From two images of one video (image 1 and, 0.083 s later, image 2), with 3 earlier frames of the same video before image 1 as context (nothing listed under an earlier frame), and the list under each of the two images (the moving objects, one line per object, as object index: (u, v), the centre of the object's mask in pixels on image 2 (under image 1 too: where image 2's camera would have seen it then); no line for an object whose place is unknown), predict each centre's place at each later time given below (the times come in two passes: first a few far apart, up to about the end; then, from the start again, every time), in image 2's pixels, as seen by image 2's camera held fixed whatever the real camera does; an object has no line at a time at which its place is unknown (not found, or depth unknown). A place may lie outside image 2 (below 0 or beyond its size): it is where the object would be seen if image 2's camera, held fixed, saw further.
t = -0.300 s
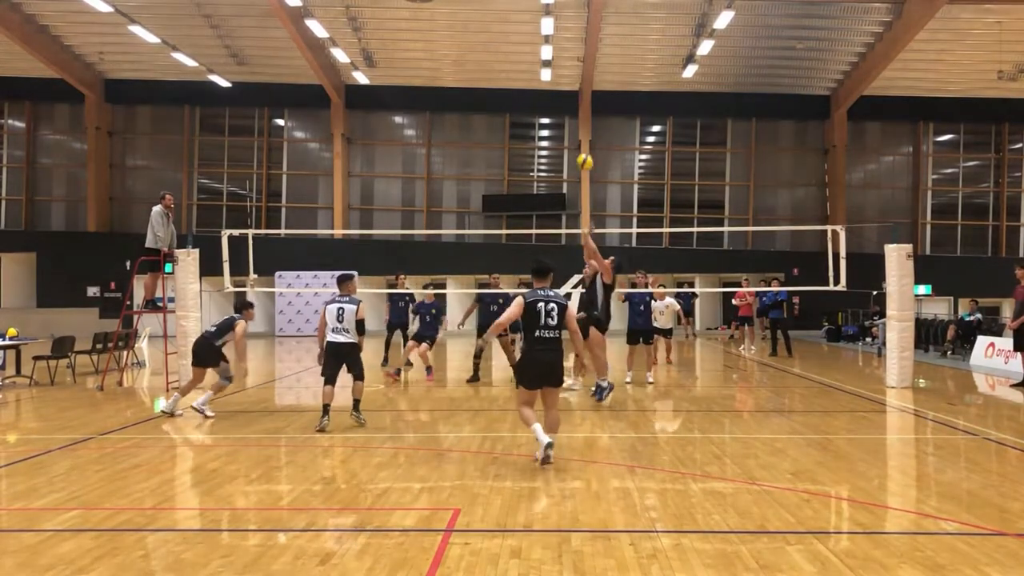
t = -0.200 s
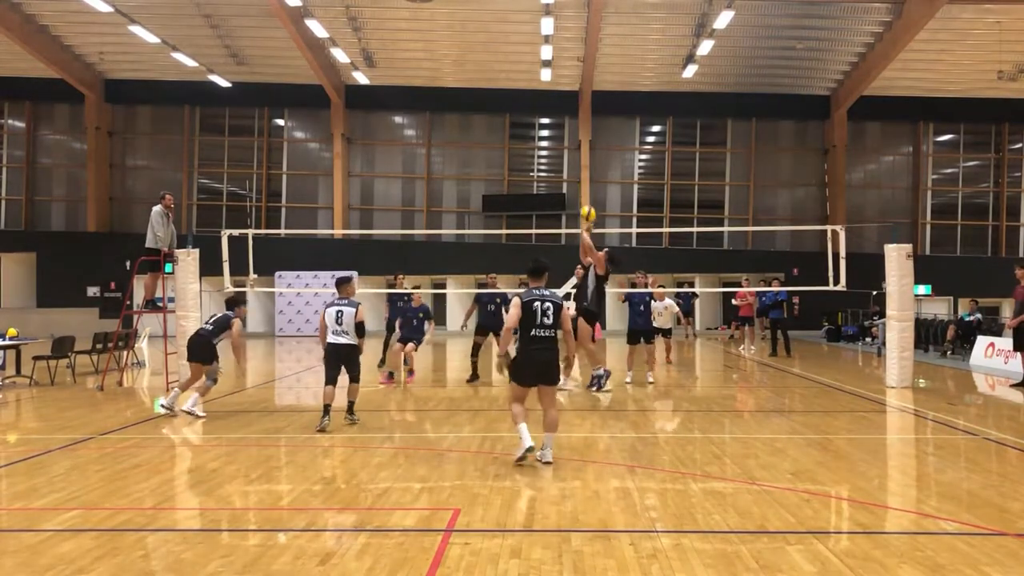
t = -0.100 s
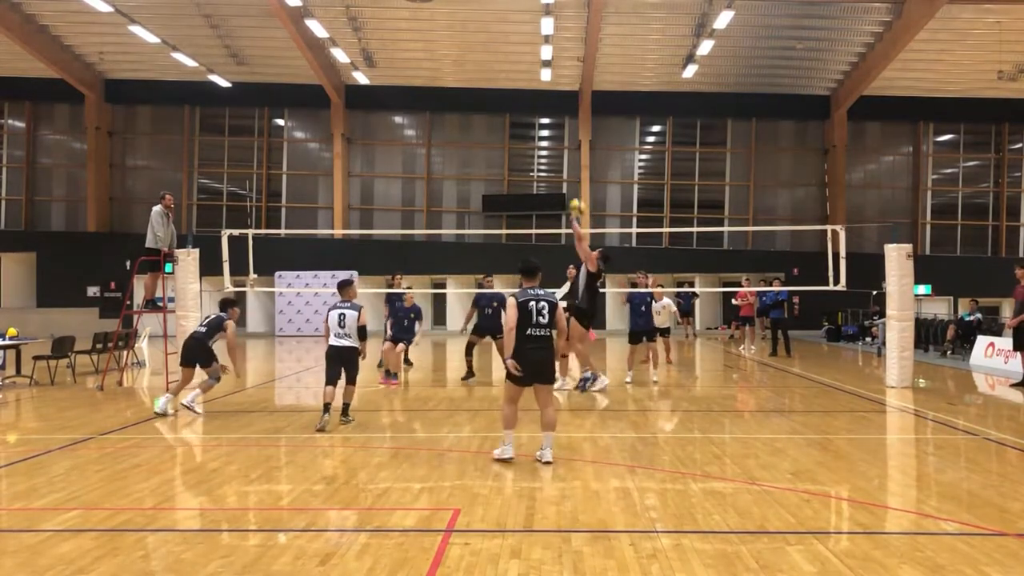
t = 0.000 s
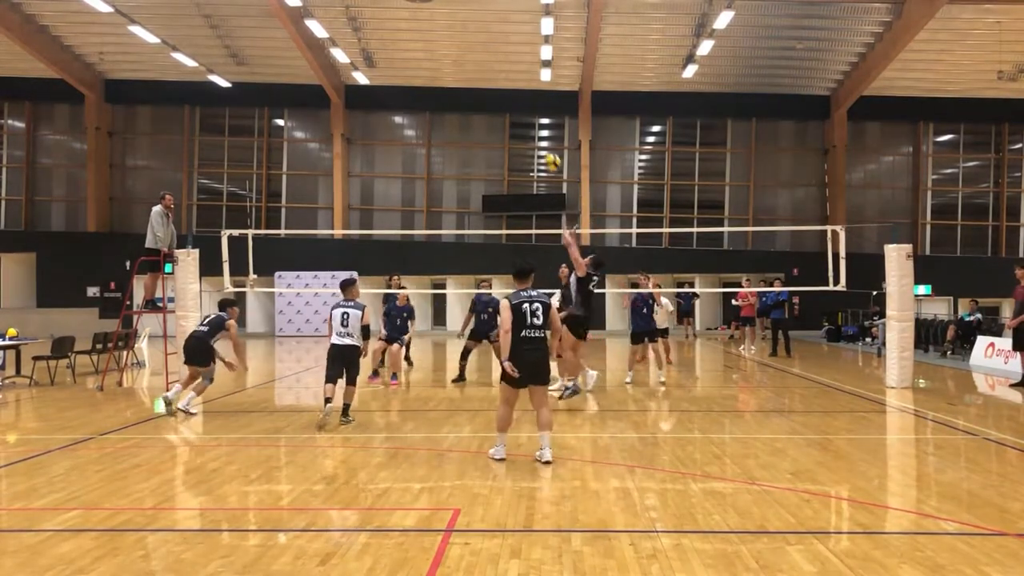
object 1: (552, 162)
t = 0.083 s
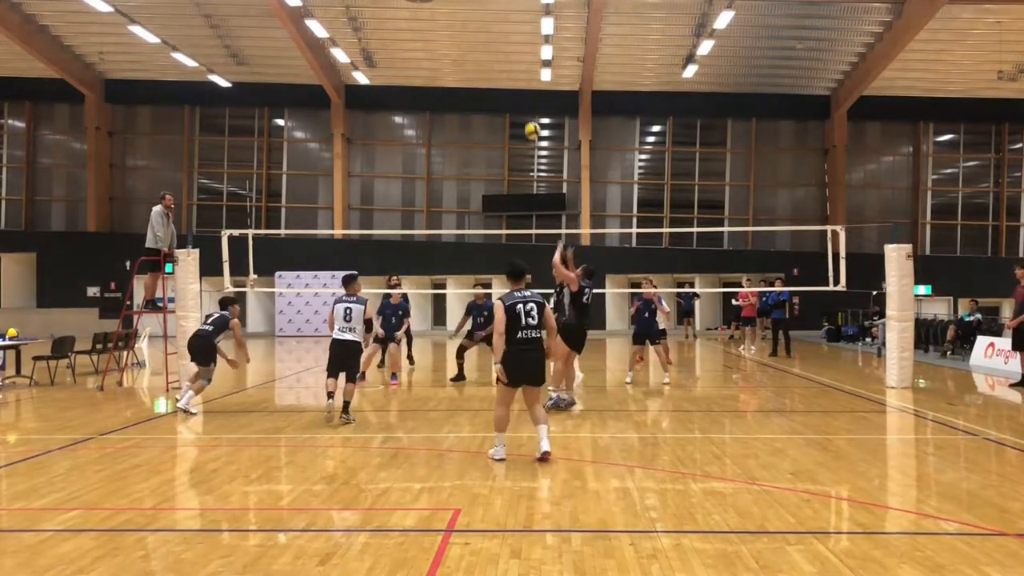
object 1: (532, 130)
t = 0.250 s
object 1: (494, 87)
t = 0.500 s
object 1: (442, 61)
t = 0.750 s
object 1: (395, 79)
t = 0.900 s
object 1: (368, 110)
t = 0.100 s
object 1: (528, 125)
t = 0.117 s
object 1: (524, 120)
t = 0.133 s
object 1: (520, 115)
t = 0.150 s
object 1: (517, 110)
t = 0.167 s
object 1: (513, 106)
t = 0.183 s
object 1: (509, 101)
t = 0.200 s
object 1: (505, 97)
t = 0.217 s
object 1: (502, 93)
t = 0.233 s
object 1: (499, 90)
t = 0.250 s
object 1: (494, 87)
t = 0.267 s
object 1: (491, 83)
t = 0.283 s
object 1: (487, 80)
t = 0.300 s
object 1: (484, 77)
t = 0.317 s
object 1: (480, 75)
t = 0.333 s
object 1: (477, 72)
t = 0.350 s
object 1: (473, 70)
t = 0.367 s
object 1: (469, 69)
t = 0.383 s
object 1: (466, 67)
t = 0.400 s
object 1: (463, 66)
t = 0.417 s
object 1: (459, 65)
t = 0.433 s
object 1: (456, 64)
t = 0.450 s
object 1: (453, 62)
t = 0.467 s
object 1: (449, 62)
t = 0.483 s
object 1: (446, 61)
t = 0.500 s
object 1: (442, 61)
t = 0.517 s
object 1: (439, 60)
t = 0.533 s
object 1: (436, 61)
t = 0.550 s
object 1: (433, 61)
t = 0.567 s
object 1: (430, 61)
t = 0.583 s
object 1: (427, 62)
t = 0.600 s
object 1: (423, 63)
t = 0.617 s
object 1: (420, 64)
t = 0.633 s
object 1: (417, 66)
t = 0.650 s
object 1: (414, 67)
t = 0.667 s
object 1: (411, 69)
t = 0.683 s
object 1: (407, 69)
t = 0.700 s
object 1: (403, 71)
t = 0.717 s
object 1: (401, 74)
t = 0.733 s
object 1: (398, 76)
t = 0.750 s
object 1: (395, 79)
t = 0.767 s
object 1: (391, 82)
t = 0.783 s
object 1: (388, 85)
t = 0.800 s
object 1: (386, 88)
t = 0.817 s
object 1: (382, 92)
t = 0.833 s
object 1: (379, 95)
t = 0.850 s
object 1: (376, 99)
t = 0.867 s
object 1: (374, 102)
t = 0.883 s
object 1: (371, 106)
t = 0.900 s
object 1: (368, 110)
